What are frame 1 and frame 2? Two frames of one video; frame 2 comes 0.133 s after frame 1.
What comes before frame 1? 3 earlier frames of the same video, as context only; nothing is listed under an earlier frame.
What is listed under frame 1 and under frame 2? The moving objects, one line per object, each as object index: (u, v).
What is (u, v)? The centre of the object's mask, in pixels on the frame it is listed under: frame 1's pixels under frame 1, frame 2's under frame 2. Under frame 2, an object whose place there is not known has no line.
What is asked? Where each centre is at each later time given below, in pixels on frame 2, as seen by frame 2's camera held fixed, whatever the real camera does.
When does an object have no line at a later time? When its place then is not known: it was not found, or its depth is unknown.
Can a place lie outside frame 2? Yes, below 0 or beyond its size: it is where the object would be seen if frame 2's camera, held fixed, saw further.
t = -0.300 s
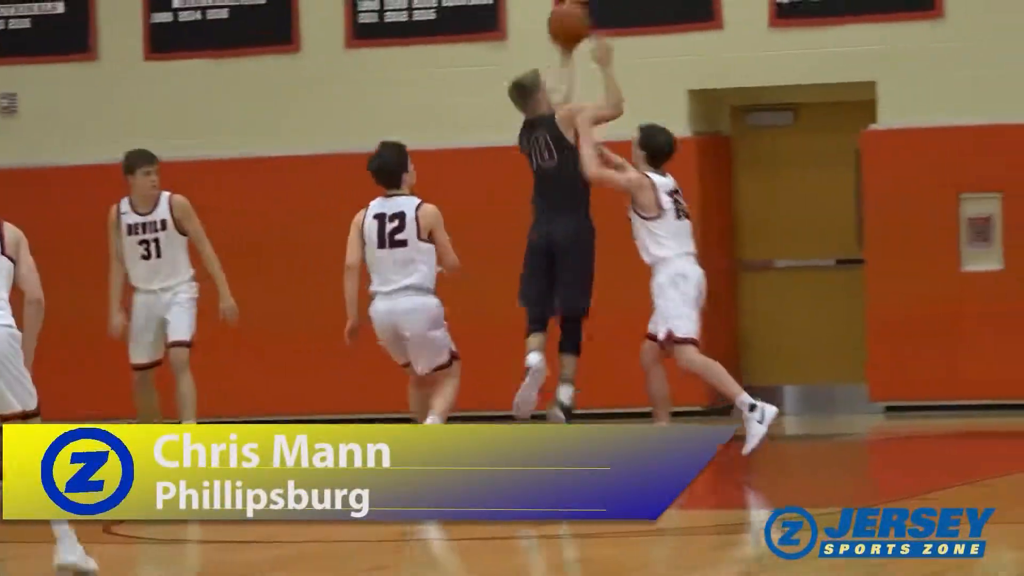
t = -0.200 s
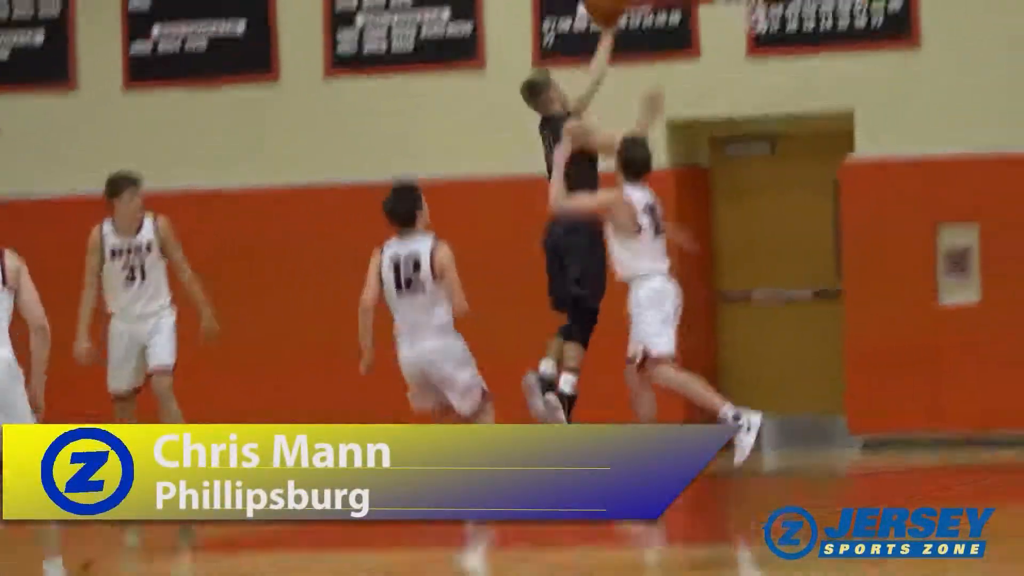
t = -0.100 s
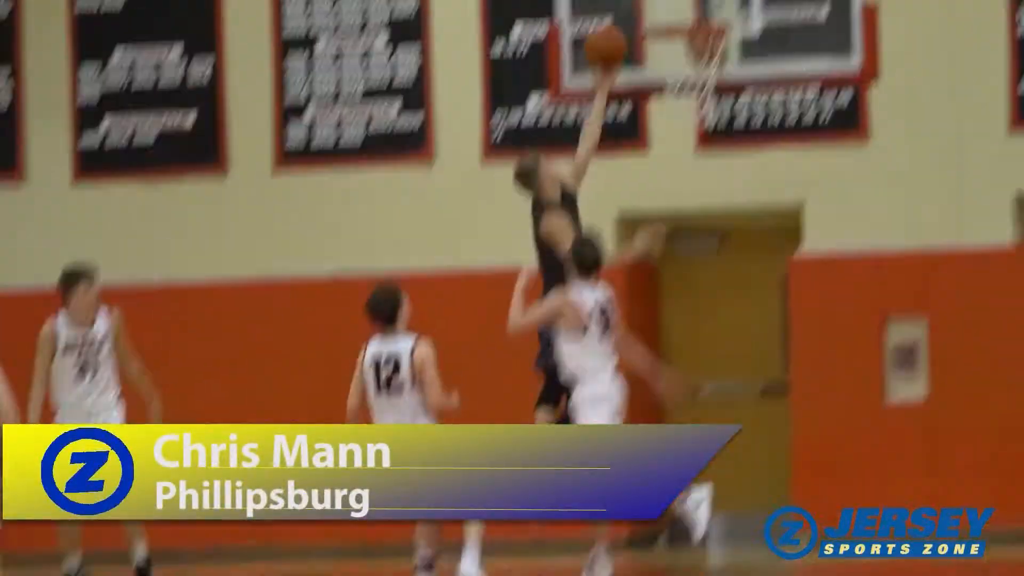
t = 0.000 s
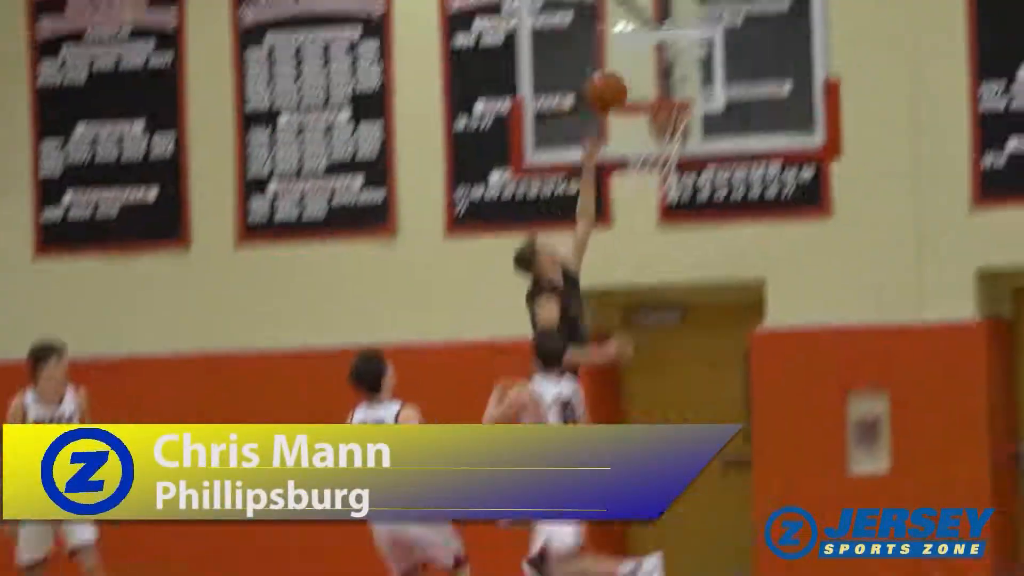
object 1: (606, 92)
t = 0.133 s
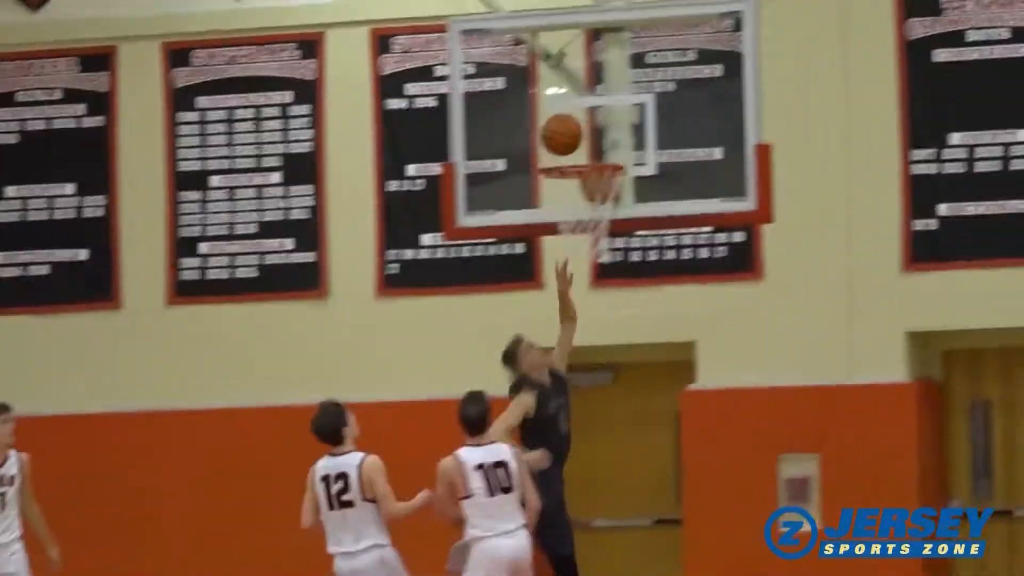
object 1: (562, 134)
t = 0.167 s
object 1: (566, 134)
